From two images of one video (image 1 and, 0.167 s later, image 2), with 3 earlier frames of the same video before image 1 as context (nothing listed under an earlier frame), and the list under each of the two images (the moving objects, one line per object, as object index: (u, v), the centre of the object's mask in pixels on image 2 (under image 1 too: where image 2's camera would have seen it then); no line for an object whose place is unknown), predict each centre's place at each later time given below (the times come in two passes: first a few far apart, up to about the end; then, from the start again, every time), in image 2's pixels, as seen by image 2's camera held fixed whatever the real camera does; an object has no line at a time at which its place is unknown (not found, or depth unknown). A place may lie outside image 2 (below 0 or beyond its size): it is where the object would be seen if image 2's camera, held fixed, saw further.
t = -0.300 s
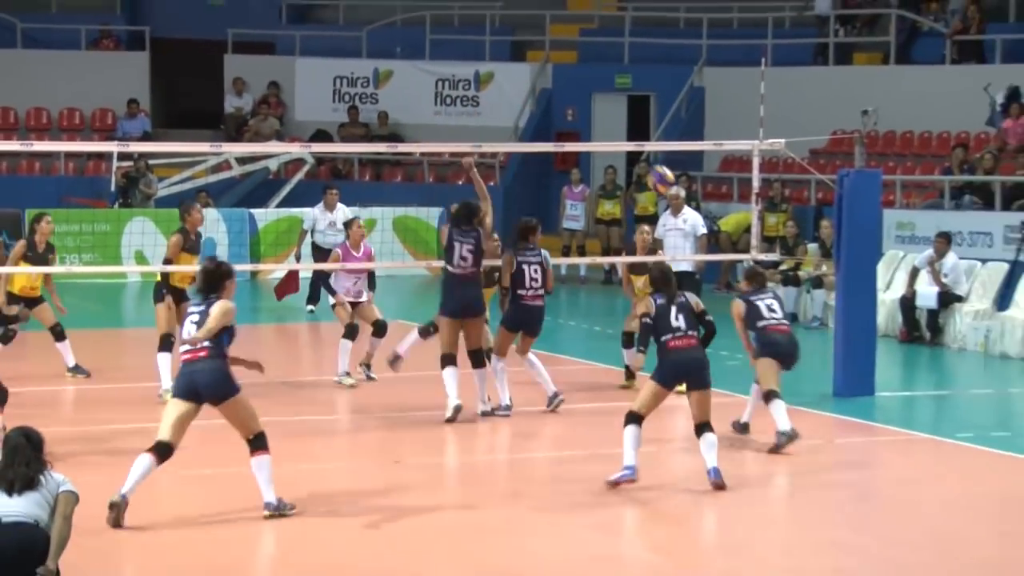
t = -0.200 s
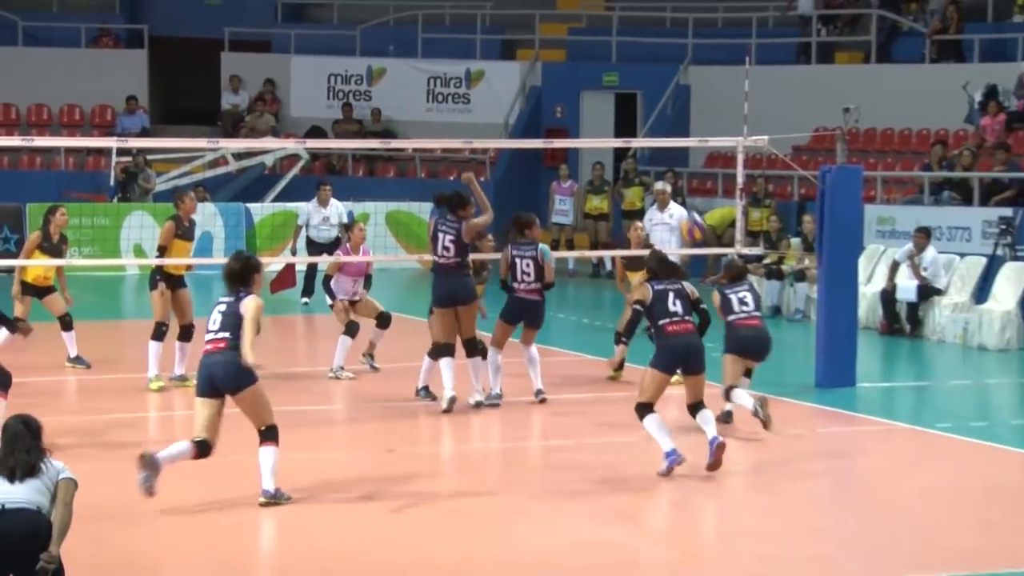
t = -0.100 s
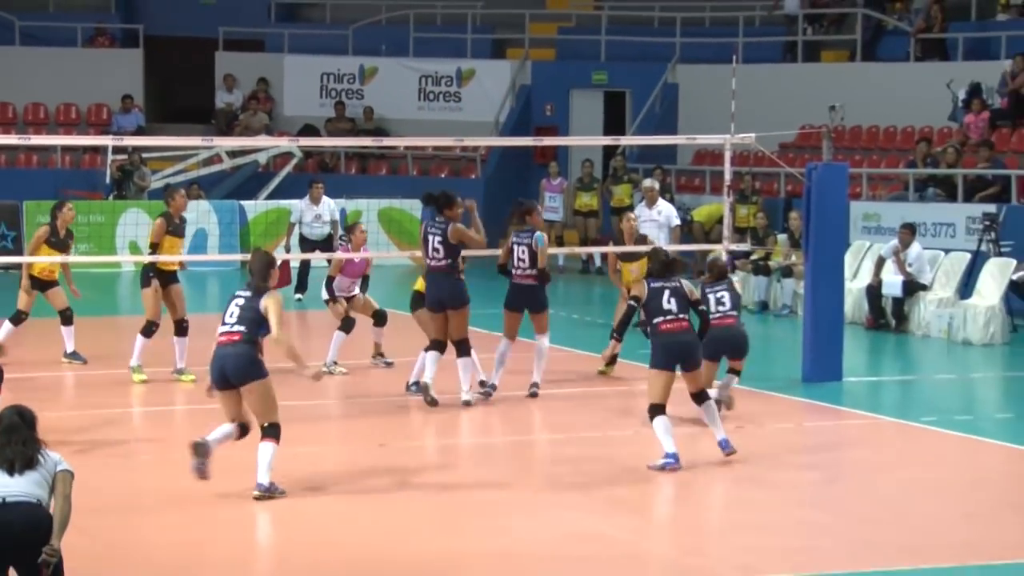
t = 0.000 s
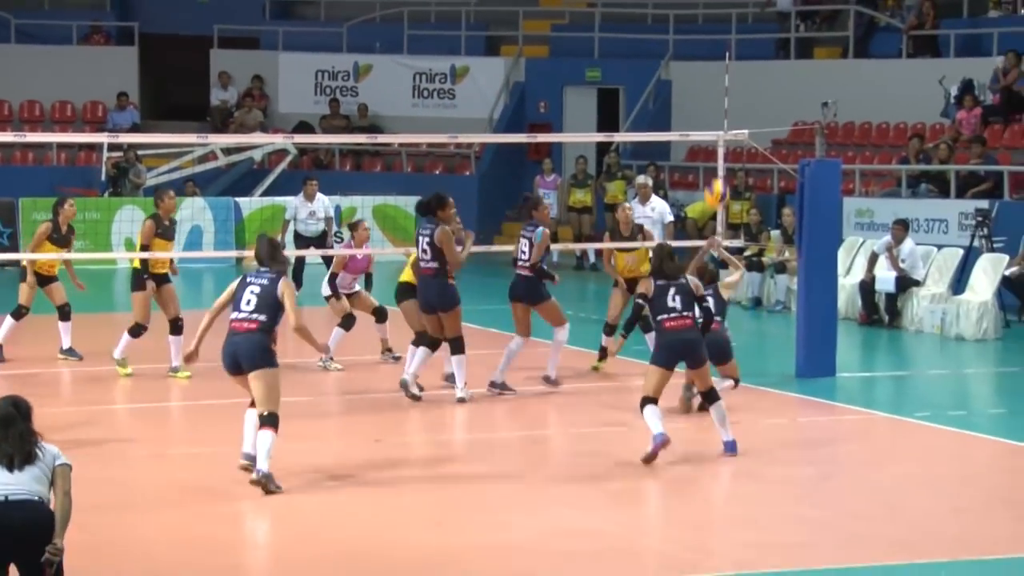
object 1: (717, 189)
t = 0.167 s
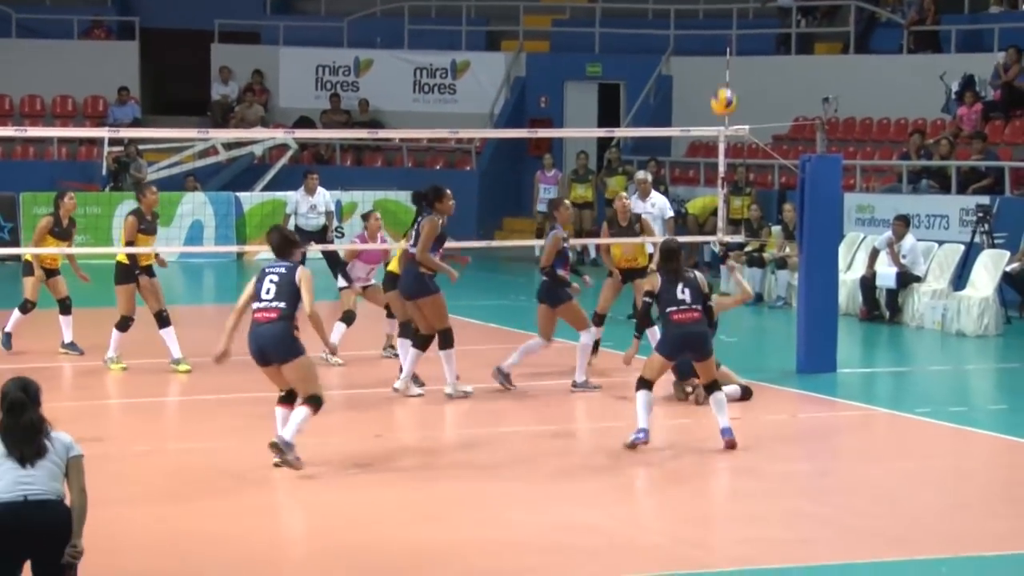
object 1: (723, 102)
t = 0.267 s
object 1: (727, 65)
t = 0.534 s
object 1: (735, 22)
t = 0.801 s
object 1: (742, 64)
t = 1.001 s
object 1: (746, 155)
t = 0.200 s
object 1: (724, 89)
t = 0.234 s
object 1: (726, 77)
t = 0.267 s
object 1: (727, 65)
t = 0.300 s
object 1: (728, 54)
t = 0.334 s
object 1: (729, 46)
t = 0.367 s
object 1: (730, 39)
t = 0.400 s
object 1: (731, 34)
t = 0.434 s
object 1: (732, 28)
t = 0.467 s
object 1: (733, 24)
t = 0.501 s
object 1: (734, 22)
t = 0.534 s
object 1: (735, 22)
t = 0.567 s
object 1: (736, 22)
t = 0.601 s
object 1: (736, 24)
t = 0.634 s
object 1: (737, 27)
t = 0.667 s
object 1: (738, 32)
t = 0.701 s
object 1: (739, 39)
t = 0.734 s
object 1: (740, 45)
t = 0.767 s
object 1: (740, 54)
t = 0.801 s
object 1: (742, 64)
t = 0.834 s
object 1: (744, 76)
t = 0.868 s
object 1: (744, 88)
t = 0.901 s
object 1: (745, 103)
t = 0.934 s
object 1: (746, 118)
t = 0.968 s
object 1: (745, 136)
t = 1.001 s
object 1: (746, 155)
